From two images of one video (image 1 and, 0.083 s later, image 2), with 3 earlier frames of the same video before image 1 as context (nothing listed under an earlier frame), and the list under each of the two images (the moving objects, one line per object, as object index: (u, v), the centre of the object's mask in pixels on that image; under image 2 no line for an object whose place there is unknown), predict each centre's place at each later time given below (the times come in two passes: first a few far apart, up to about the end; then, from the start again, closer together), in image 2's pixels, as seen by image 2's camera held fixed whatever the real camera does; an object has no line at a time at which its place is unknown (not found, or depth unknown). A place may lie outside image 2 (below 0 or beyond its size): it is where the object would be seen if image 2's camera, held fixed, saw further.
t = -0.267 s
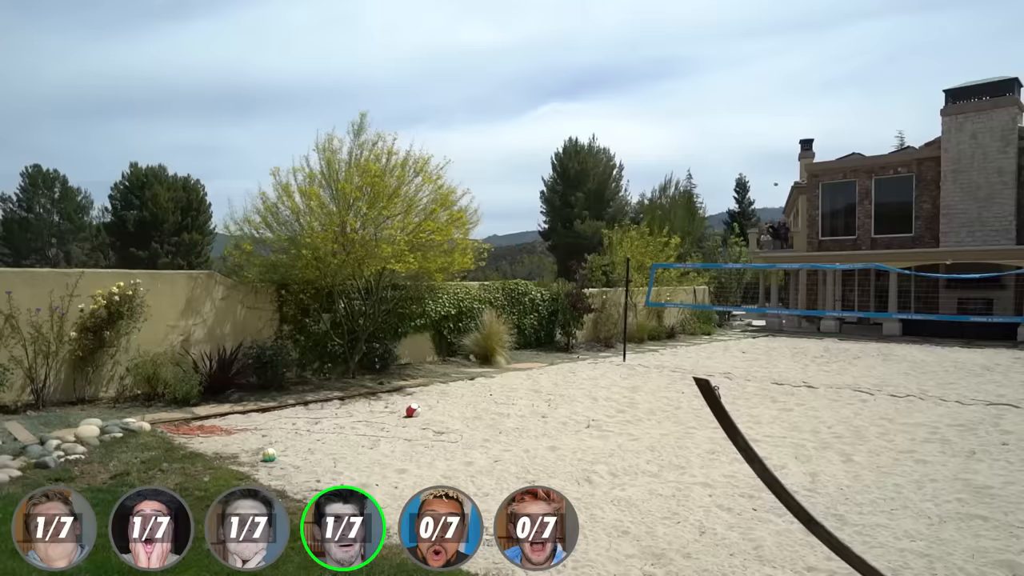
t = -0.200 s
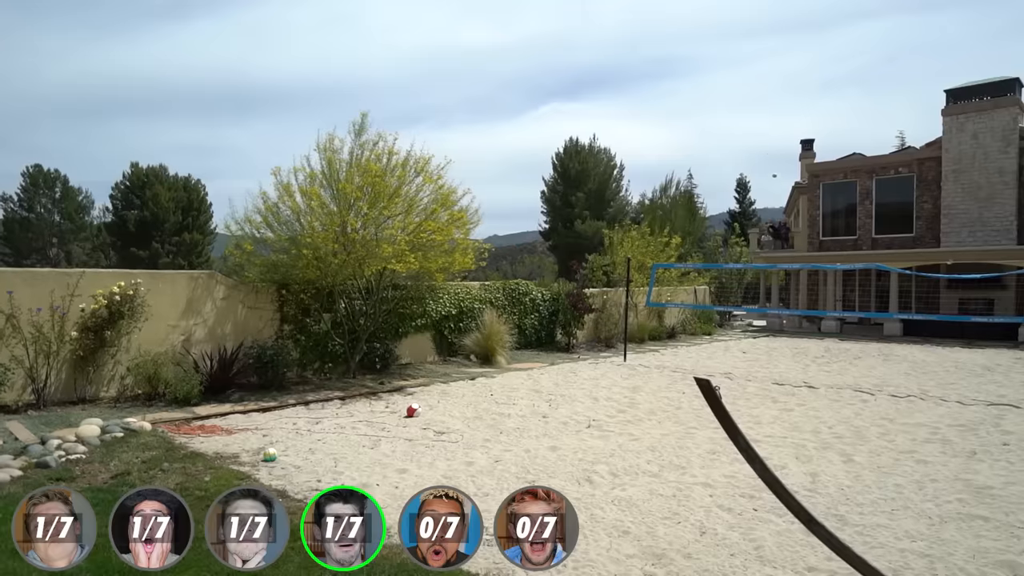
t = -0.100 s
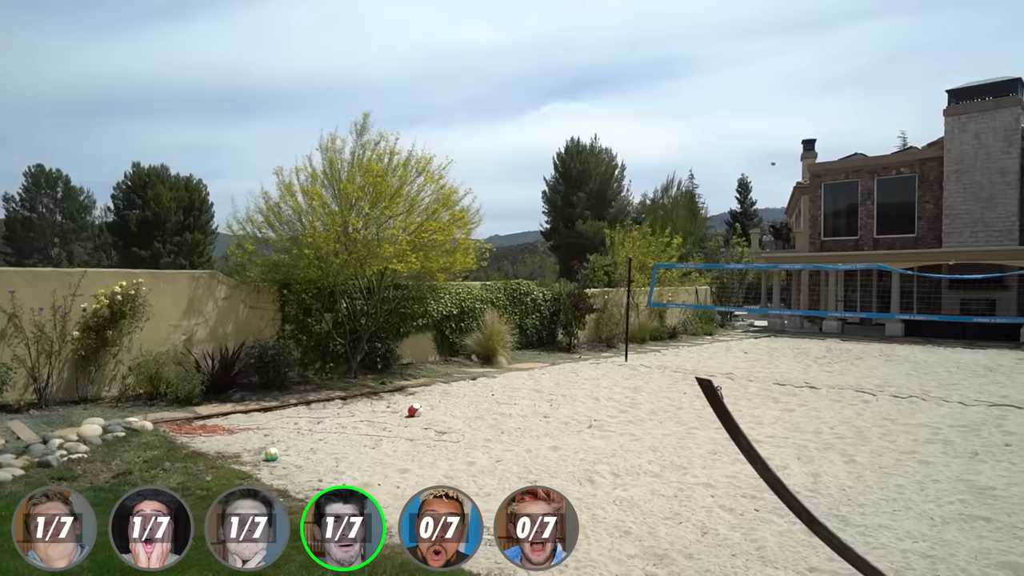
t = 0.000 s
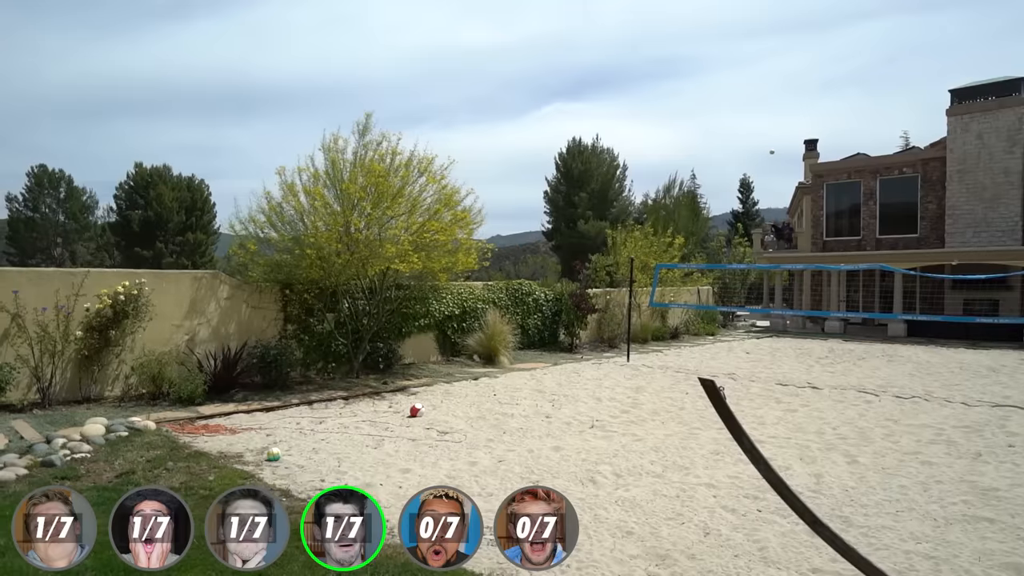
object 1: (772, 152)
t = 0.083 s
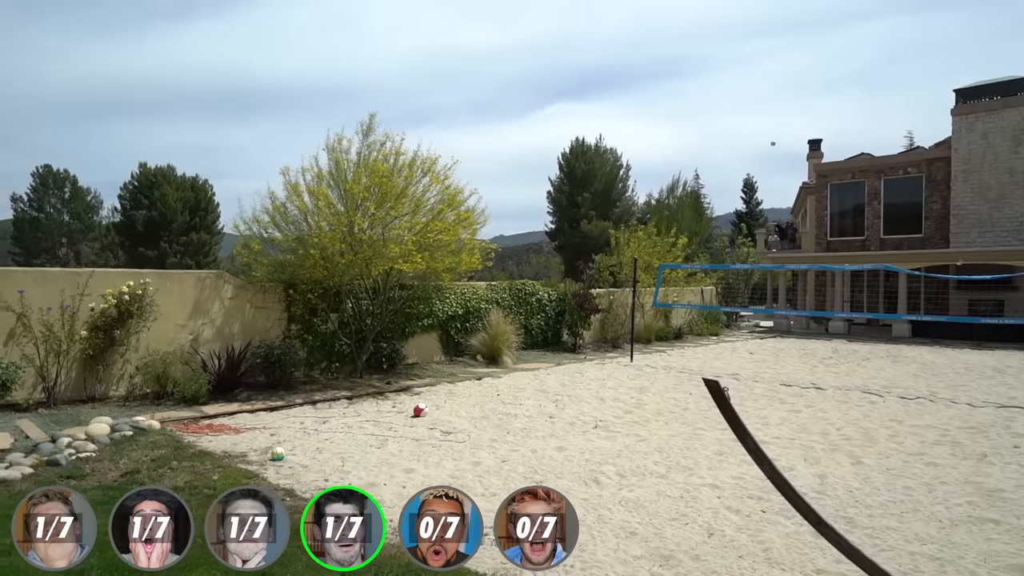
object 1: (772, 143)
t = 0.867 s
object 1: (732, 121)
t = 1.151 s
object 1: (704, 160)
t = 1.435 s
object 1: (656, 250)
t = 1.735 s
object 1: (583, 388)
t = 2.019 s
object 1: (588, 293)
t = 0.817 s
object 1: (736, 117)
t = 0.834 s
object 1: (735, 118)
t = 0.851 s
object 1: (734, 119)
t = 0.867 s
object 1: (732, 121)
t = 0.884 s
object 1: (731, 122)
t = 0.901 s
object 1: (729, 123)
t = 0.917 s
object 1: (728, 125)
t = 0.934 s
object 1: (727, 127)
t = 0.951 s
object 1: (725, 128)
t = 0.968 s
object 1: (724, 130)
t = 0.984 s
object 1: (722, 133)
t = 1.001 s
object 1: (720, 135)
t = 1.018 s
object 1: (719, 137)
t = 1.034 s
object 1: (717, 139)
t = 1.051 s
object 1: (715, 142)
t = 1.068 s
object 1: (713, 144)
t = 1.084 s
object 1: (711, 147)
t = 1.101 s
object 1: (709, 150)
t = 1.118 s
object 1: (708, 153)
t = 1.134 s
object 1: (706, 157)
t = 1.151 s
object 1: (704, 160)
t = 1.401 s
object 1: (663, 236)
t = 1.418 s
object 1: (659, 243)
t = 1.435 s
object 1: (656, 250)
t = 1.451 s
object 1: (653, 257)
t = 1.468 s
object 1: (649, 265)
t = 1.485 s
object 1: (645, 274)
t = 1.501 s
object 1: (641, 282)
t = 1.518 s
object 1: (637, 291)
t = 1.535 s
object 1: (632, 300)
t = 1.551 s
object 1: (628, 309)
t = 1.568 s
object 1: (623, 319)
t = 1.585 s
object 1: (619, 329)
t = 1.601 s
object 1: (613, 339)
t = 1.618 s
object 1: (608, 350)
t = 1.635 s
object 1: (603, 361)
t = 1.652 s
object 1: (597, 373)
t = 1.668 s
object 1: (591, 387)
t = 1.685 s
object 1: (584, 402)
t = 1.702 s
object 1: (582, 402)
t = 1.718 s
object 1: (583, 395)
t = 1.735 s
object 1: (583, 388)
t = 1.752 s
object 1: (583, 381)
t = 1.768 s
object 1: (584, 374)
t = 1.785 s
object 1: (584, 368)
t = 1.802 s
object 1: (586, 361)
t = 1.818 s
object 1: (586, 355)
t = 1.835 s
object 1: (586, 349)
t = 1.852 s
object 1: (586, 343)
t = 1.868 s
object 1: (586, 338)
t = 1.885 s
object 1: (587, 332)
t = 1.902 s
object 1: (586, 327)
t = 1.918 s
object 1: (587, 322)
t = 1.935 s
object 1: (587, 316)
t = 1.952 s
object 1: (587, 311)
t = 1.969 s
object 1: (588, 306)
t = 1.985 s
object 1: (588, 302)
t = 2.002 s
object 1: (588, 297)
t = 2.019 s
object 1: (588, 293)
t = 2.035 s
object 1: (589, 289)
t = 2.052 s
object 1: (589, 284)
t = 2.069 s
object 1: (589, 280)
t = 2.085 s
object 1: (589, 277)
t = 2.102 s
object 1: (589, 273)
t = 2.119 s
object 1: (589, 270)
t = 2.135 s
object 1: (589, 266)
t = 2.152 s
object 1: (589, 263)
